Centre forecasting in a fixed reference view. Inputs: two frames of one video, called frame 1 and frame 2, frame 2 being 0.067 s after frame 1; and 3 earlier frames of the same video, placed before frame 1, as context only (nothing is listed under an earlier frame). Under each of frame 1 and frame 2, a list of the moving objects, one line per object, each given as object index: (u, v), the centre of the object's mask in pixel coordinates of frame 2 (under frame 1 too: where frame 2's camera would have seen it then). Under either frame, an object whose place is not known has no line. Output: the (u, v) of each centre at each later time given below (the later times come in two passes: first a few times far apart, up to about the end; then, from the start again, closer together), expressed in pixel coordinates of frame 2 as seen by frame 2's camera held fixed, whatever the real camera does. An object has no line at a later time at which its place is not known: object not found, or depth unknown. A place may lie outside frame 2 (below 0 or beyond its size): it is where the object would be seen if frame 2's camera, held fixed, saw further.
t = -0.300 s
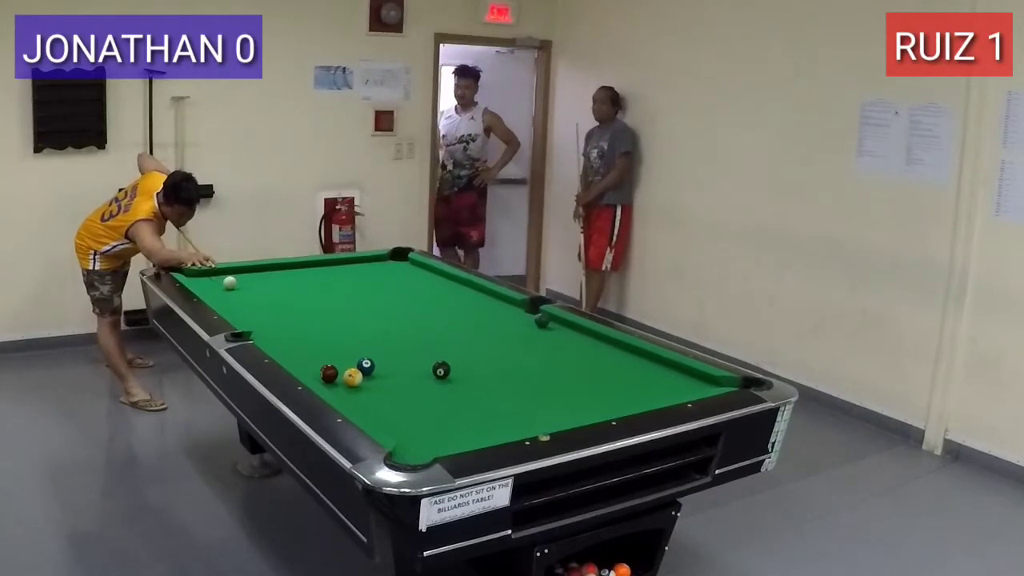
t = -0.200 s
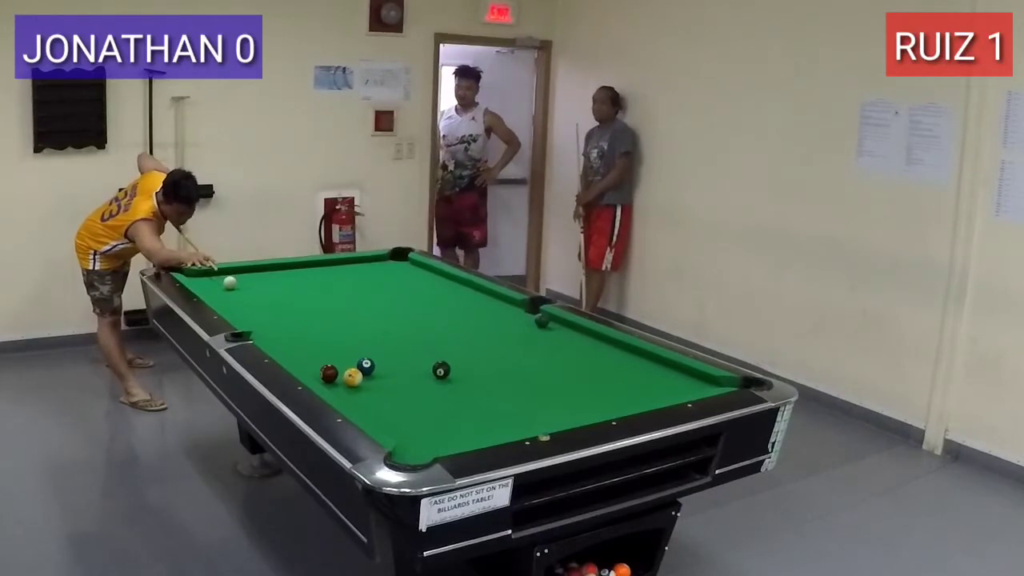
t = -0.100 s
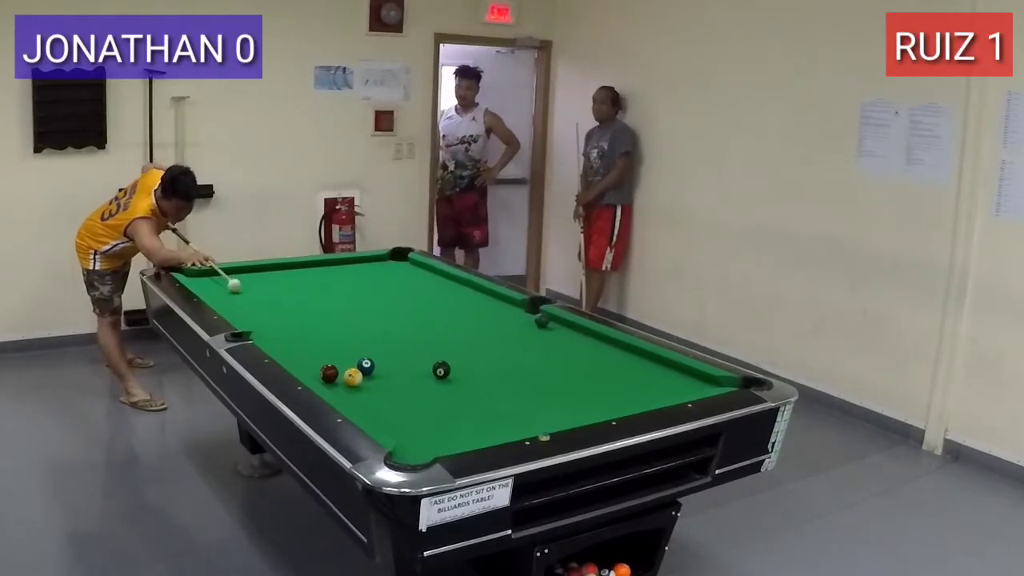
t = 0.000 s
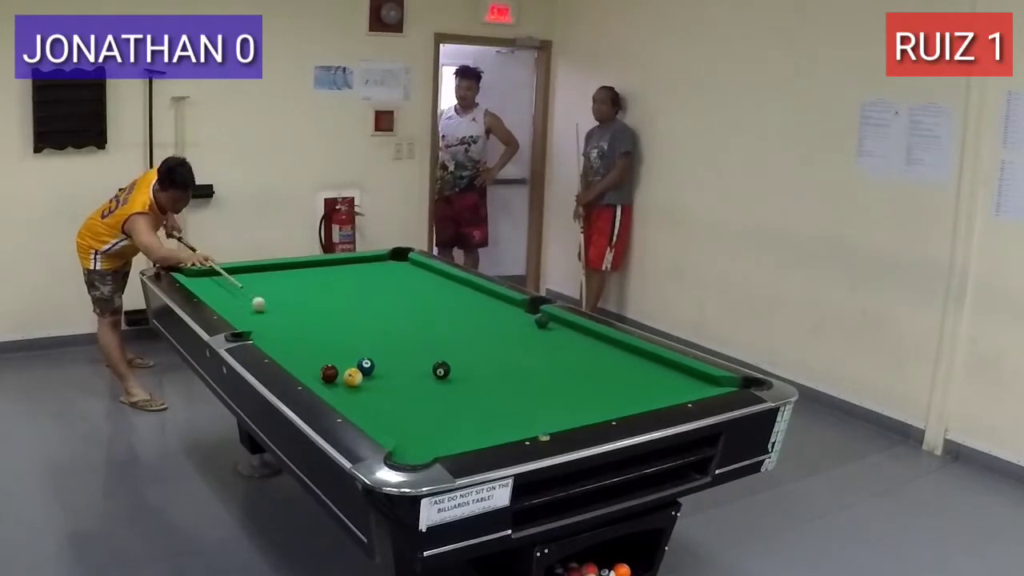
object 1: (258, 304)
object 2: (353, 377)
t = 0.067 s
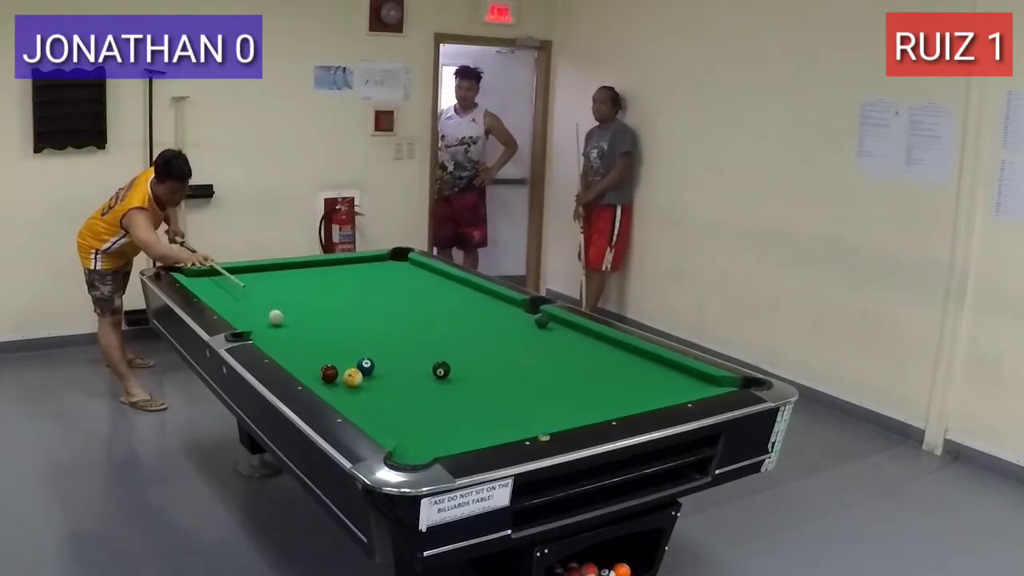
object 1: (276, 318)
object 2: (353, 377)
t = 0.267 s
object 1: (338, 362)
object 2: (353, 377)
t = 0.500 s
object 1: (395, 376)
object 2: (402, 435)
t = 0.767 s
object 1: (466, 393)
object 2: (413, 434)
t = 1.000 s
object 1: (532, 409)
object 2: (426, 418)
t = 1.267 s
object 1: (575, 411)
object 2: (439, 402)
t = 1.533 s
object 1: (570, 398)
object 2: (450, 388)
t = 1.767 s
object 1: (565, 387)
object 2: (459, 378)
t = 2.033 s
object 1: (561, 375)
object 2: (467, 368)
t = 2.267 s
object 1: (558, 367)
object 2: (473, 360)
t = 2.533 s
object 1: (554, 359)
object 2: (479, 352)
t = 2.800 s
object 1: (551, 352)
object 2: (484, 346)
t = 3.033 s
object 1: (548, 346)
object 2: (488, 340)
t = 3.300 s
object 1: (546, 341)
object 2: (492, 335)
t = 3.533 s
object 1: (543, 337)
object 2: (494, 331)
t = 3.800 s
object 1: (541, 334)
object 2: (497, 327)
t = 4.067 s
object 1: (540, 330)
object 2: (499, 325)
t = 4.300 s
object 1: (539, 329)
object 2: (500, 323)
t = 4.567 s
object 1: (540, 327)
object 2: (502, 321)
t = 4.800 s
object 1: (540, 326)
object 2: (503, 321)
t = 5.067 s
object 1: (540, 326)
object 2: (503, 320)
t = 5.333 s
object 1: (540, 325)
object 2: (503, 320)
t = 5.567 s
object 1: (540, 325)
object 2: (503, 320)
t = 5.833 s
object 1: (540, 325)
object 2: (503, 320)
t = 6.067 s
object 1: (540, 325)
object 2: (503, 320)
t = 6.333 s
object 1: (540, 325)
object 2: (503, 320)
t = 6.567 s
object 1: (540, 325)
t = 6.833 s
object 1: (540, 324)
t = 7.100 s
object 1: (540, 325)
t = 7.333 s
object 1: (540, 324)
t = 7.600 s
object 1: (540, 324)
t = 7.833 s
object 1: (540, 324)
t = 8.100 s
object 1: (540, 324)
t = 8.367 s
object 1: (540, 324)
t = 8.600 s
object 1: (540, 324)
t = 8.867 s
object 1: (540, 325)
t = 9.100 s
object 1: (540, 325)
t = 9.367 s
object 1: (540, 324)
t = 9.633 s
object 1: (540, 325)
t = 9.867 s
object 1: (540, 324)
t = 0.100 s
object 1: (284, 325)
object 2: (352, 377)
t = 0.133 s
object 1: (294, 332)
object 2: (353, 377)
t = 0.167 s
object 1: (304, 339)
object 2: (353, 377)
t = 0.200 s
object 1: (315, 347)
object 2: (353, 377)
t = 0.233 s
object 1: (326, 354)
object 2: (353, 377)
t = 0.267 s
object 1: (338, 362)
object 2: (353, 377)
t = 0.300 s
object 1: (349, 367)
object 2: (353, 379)
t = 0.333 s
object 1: (356, 370)
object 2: (359, 387)
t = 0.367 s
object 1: (364, 372)
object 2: (365, 397)
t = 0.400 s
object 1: (372, 373)
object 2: (371, 407)
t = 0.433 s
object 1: (379, 374)
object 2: (378, 417)
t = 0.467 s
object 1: (387, 375)
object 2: (387, 426)
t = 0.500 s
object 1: (395, 376)
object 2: (402, 435)
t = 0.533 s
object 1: (404, 378)
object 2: (416, 442)
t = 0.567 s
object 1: (412, 380)
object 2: (431, 448)
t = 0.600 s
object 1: (421, 383)
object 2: (427, 449)
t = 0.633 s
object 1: (430, 385)
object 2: (414, 445)
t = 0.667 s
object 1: (439, 387)
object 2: (407, 442)
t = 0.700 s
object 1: (448, 389)
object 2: (409, 439)
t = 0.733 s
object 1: (457, 391)
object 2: (411, 437)
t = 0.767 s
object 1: (466, 393)
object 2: (413, 434)
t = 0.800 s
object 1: (476, 395)
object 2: (415, 432)
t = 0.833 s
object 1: (485, 398)
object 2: (417, 429)
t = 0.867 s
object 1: (494, 400)
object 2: (420, 427)
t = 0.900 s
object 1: (504, 402)
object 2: (421, 425)
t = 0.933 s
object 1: (513, 404)
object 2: (423, 423)
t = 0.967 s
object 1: (523, 407)
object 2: (424, 420)
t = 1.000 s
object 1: (532, 409)
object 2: (426, 418)
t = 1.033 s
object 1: (542, 411)
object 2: (428, 416)
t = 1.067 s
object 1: (551, 413)
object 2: (430, 414)
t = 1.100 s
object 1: (561, 414)
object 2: (431, 412)
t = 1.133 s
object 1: (571, 415)
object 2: (433, 410)
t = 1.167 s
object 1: (578, 415)
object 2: (435, 408)
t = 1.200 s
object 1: (577, 414)
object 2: (436, 406)
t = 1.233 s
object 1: (576, 413)
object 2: (438, 403)
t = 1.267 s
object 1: (575, 411)
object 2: (439, 402)
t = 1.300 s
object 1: (574, 410)
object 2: (441, 400)
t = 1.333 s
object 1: (574, 409)
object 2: (442, 398)
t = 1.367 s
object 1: (573, 407)
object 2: (444, 396)
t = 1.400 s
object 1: (573, 405)
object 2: (445, 395)
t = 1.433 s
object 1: (572, 403)
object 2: (446, 393)
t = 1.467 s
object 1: (571, 401)
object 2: (448, 391)
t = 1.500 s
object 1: (570, 400)
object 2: (449, 390)
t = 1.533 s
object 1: (570, 398)
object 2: (450, 388)
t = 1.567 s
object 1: (569, 396)
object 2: (452, 387)
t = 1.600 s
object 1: (568, 395)
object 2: (453, 385)
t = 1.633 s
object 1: (567, 393)
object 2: (454, 384)
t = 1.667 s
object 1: (567, 391)
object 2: (456, 382)
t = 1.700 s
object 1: (566, 390)
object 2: (457, 381)
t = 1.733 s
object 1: (566, 388)
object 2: (458, 379)
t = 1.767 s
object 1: (565, 387)
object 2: (459, 378)
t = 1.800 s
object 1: (565, 385)
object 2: (460, 376)
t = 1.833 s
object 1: (564, 384)
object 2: (461, 375)
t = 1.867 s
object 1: (564, 382)
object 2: (463, 374)
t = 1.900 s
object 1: (563, 381)
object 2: (464, 372)
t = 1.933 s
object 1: (563, 380)
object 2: (464, 371)
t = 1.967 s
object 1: (562, 378)
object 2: (465, 370)
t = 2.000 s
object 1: (562, 377)
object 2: (466, 369)
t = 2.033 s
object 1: (561, 375)
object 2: (467, 368)
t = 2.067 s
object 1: (561, 374)
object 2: (468, 366)
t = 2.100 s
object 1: (560, 373)
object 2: (469, 365)
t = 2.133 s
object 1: (560, 372)
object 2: (470, 364)
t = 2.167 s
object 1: (559, 371)
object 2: (471, 363)
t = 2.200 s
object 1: (559, 369)
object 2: (471, 362)
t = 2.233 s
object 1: (559, 368)
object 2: (472, 361)
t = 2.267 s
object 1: (558, 367)
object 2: (473, 360)
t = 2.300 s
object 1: (558, 366)
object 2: (474, 358)
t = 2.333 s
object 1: (557, 365)
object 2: (475, 358)
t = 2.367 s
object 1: (557, 364)
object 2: (475, 356)
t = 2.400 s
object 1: (556, 363)
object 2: (476, 356)
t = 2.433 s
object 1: (556, 362)
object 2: (477, 354)
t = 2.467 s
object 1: (555, 361)
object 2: (477, 354)
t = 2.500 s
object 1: (555, 360)
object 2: (478, 353)
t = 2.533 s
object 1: (554, 359)
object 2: (479, 352)
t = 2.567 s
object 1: (554, 358)
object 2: (480, 351)
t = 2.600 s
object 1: (553, 357)
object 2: (480, 350)
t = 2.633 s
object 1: (553, 356)
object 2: (481, 349)
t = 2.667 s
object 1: (553, 355)
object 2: (482, 348)
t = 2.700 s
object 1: (552, 354)
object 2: (482, 348)
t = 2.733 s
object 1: (552, 353)
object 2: (483, 347)
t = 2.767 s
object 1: (551, 353)
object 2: (484, 346)
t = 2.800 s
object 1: (551, 352)
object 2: (484, 346)
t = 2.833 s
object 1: (550, 351)
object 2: (485, 344)
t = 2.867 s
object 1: (550, 350)
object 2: (485, 343)
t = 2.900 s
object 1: (550, 350)
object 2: (486, 343)
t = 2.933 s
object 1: (549, 349)
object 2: (486, 342)
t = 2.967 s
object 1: (549, 348)
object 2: (487, 341)
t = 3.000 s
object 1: (549, 347)
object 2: (488, 341)
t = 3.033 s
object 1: (548, 346)
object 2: (488, 340)
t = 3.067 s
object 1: (548, 346)
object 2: (489, 339)
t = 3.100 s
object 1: (548, 345)
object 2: (489, 339)
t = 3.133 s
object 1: (547, 344)
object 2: (490, 338)
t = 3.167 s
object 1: (547, 344)
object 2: (490, 337)
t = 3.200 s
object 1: (547, 343)
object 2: (491, 337)
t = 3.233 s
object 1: (546, 342)
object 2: (491, 336)
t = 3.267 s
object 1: (546, 342)
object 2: (492, 336)
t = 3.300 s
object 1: (546, 341)
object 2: (492, 335)
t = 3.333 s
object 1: (546, 340)
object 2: (492, 334)
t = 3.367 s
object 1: (545, 340)
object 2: (493, 334)
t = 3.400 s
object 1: (545, 339)
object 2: (493, 333)
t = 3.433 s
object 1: (544, 339)
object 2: (493, 333)
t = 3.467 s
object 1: (544, 338)
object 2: (494, 332)
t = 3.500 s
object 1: (544, 338)
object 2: (494, 332)
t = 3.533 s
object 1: (543, 337)
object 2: (494, 331)
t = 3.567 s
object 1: (543, 337)
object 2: (495, 331)
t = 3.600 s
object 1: (543, 336)
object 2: (495, 330)
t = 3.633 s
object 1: (543, 336)
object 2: (495, 330)
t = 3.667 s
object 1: (542, 335)
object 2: (496, 329)
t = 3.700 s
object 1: (542, 335)
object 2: (496, 329)
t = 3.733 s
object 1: (542, 334)
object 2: (496, 328)
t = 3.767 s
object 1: (541, 334)
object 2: (496, 328)
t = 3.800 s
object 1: (541, 334)
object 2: (497, 327)
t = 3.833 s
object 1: (541, 333)
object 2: (497, 327)
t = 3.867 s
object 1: (541, 333)
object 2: (497, 327)
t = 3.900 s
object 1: (540, 332)
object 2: (498, 327)
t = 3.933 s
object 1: (540, 332)
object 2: (498, 326)
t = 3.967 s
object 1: (540, 332)
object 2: (498, 326)
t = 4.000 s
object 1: (540, 331)
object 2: (498, 326)
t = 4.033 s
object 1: (540, 331)
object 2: (498, 325)
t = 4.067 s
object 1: (540, 330)
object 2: (499, 325)
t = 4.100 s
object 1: (540, 330)
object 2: (499, 325)
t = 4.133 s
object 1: (539, 330)
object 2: (499, 324)
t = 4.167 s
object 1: (539, 329)
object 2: (499, 324)
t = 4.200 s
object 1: (539, 329)
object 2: (500, 324)
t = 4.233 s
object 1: (539, 329)
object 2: (500, 323)
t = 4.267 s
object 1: (539, 329)
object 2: (500, 323)
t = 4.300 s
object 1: (539, 329)
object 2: (500, 323)
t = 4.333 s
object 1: (539, 328)
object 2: (501, 323)
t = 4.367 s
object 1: (539, 328)
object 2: (501, 322)
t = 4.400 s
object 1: (539, 328)
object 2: (501, 322)
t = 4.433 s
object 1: (539, 328)
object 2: (502, 322)
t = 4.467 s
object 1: (539, 328)
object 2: (502, 322)
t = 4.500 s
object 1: (539, 327)
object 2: (502, 322)
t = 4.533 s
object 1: (539, 327)
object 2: (502, 321)
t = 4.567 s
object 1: (540, 327)
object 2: (502, 321)
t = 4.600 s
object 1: (540, 327)
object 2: (502, 321)
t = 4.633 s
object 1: (540, 326)
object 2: (502, 321)
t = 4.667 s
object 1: (540, 326)
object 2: (502, 321)
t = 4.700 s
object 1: (540, 326)
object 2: (503, 321)
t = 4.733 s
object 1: (540, 326)
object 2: (503, 321)
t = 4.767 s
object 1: (540, 326)
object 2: (503, 321)
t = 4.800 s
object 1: (540, 326)
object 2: (503, 321)
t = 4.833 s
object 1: (540, 326)
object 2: (503, 320)
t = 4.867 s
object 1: (540, 326)
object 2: (503, 320)
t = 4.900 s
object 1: (540, 326)
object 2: (503, 320)
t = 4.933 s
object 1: (541, 326)
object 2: (503, 320)
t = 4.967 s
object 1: (540, 326)
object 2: (503, 320)
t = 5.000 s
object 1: (540, 326)
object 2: (503, 320)
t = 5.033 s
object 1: (540, 326)
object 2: (503, 320)
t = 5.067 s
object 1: (540, 326)
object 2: (503, 320)
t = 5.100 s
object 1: (540, 326)
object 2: (503, 320)
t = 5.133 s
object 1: (540, 326)
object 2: (503, 320)
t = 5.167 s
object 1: (541, 325)
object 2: (503, 320)
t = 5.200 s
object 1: (540, 326)
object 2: (503, 320)
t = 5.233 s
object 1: (540, 325)
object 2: (503, 320)
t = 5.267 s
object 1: (540, 326)
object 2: (503, 319)
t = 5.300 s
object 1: (540, 325)
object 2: (503, 320)
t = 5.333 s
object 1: (540, 325)
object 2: (503, 320)
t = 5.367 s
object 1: (541, 325)
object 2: (503, 320)
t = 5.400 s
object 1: (541, 325)
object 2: (503, 320)
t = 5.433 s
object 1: (541, 325)
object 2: (503, 320)
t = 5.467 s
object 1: (541, 325)
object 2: (503, 320)
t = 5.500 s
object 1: (541, 325)
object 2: (503, 320)
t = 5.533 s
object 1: (540, 325)
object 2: (503, 319)
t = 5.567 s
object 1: (540, 325)
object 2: (503, 320)
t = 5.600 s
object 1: (540, 325)
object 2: (503, 320)
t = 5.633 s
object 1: (540, 325)
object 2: (503, 320)
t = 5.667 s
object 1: (540, 325)
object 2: (503, 320)
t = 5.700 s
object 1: (540, 325)
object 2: (503, 320)
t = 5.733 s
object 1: (540, 325)
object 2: (503, 320)
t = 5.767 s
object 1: (540, 325)
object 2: (503, 320)
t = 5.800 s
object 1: (540, 325)
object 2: (503, 320)
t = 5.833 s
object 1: (540, 325)
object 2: (503, 320)
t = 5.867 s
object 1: (540, 325)
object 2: (503, 320)
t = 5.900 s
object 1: (540, 325)
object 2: (503, 320)
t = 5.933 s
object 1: (540, 325)
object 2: (503, 320)
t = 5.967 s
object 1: (540, 325)
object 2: (503, 320)
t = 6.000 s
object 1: (540, 325)
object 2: (503, 320)
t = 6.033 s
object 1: (540, 325)
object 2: (503, 320)
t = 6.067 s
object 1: (540, 325)
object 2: (503, 320)
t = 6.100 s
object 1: (540, 325)
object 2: (503, 320)
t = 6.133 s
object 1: (540, 325)
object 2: (503, 320)
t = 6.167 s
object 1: (540, 325)
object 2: (503, 320)
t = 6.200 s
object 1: (540, 325)
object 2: (503, 320)
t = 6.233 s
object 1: (540, 325)
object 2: (503, 320)
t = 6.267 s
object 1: (540, 325)
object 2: (503, 320)
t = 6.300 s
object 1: (540, 325)
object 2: (503, 320)
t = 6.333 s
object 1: (540, 325)
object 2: (503, 320)
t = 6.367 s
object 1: (540, 325)
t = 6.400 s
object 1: (540, 325)
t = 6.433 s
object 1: (540, 325)
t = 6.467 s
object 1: (540, 325)
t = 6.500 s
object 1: (540, 325)
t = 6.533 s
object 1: (540, 325)
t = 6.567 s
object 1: (540, 325)
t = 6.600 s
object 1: (540, 325)
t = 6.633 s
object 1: (540, 325)
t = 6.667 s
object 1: (540, 325)
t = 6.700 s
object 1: (540, 325)
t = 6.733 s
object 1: (540, 325)
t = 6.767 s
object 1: (540, 325)
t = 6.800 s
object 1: (540, 325)
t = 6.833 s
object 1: (540, 324)
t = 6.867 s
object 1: (540, 324)
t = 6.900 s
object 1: (540, 325)
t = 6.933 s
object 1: (540, 325)
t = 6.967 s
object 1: (540, 325)
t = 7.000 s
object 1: (540, 324)
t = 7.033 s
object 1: (540, 324)
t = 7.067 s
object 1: (540, 325)
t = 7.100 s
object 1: (540, 325)
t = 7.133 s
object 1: (540, 324)
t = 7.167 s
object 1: (540, 324)
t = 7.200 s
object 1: (540, 324)
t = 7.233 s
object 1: (540, 324)
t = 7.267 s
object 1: (540, 324)
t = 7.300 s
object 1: (540, 324)
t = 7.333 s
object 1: (540, 324)
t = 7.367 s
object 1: (540, 324)
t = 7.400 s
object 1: (540, 324)
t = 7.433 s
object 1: (540, 324)
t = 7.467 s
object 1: (540, 324)
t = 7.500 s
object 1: (540, 324)
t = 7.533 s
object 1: (540, 324)
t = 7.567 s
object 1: (540, 324)
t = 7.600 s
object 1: (540, 324)
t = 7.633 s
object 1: (540, 324)
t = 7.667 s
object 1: (540, 324)
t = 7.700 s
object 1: (540, 324)
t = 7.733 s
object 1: (540, 324)
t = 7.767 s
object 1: (540, 324)
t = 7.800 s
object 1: (540, 324)
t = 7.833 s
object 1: (540, 324)
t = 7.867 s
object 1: (540, 324)
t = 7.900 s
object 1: (540, 324)
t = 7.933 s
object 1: (540, 324)
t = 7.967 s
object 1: (540, 324)
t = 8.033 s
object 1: (540, 324)
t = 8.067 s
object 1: (540, 324)
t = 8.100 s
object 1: (540, 324)
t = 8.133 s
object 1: (540, 324)
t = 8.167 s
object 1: (540, 324)
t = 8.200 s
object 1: (540, 324)
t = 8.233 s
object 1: (540, 324)
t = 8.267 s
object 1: (540, 324)
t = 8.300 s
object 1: (540, 324)
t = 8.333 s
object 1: (540, 324)
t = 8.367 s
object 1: (540, 324)
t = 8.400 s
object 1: (540, 324)
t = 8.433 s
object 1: (540, 324)
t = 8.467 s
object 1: (540, 324)
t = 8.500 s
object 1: (540, 324)
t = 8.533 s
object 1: (540, 324)
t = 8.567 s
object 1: (540, 324)
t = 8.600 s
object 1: (540, 324)
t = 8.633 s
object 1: (540, 324)
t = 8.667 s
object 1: (540, 324)
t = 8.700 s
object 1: (540, 325)
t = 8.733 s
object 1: (540, 325)
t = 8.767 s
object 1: (540, 325)
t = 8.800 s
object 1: (540, 324)
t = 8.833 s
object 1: (540, 325)
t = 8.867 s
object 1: (540, 325)
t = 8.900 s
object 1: (540, 325)
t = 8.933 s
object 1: (540, 325)
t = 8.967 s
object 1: (540, 325)
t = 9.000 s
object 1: (540, 325)
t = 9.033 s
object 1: (540, 325)
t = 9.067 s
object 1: (540, 325)
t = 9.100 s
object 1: (540, 325)
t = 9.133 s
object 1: (540, 325)
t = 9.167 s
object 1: (540, 325)
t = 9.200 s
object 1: (540, 324)
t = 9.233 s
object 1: (540, 324)
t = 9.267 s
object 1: (540, 324)
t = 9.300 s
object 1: (540, 324)
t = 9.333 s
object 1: (540, 324)
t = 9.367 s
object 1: (540, 324)
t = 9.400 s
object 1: (540, 324)
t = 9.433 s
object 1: (540, 324)
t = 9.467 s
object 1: (540, 324)
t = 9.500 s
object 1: (540, 325)
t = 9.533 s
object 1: (540, 324)
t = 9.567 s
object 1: (540, 324)
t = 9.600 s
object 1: (540, 325)
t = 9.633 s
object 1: (540, 325)
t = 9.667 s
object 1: (540, 325)
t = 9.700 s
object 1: (540, 325)
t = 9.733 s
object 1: (540, 325)
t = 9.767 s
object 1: (540, 325)
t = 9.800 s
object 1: (540, 325)
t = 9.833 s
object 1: (540, 324)
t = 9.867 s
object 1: (540, 324)
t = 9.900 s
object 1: (540, 324)
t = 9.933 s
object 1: (540, 324)
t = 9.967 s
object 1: (540, 324)
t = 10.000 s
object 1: (540, 324)
